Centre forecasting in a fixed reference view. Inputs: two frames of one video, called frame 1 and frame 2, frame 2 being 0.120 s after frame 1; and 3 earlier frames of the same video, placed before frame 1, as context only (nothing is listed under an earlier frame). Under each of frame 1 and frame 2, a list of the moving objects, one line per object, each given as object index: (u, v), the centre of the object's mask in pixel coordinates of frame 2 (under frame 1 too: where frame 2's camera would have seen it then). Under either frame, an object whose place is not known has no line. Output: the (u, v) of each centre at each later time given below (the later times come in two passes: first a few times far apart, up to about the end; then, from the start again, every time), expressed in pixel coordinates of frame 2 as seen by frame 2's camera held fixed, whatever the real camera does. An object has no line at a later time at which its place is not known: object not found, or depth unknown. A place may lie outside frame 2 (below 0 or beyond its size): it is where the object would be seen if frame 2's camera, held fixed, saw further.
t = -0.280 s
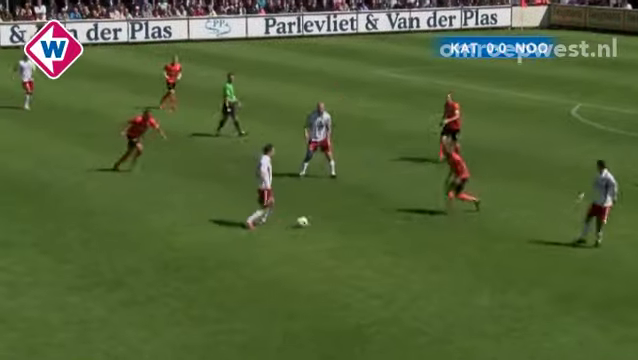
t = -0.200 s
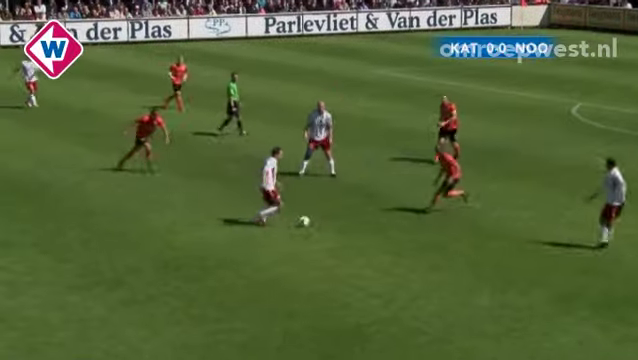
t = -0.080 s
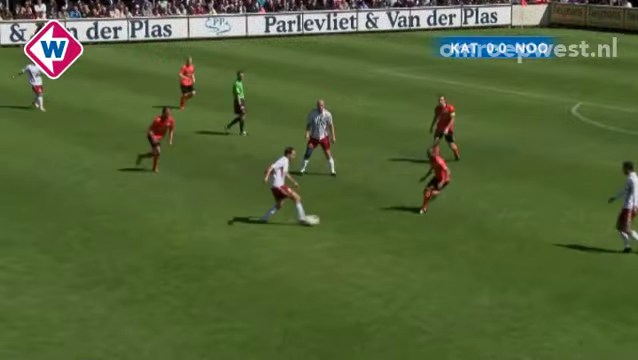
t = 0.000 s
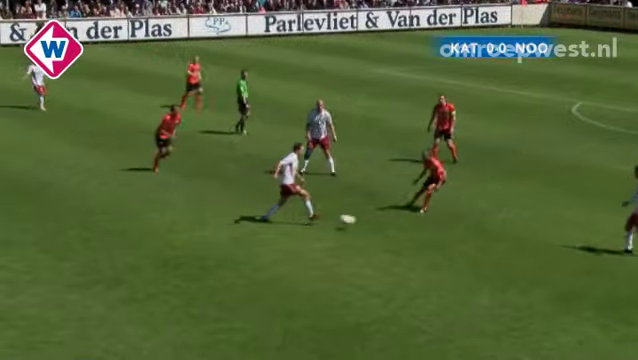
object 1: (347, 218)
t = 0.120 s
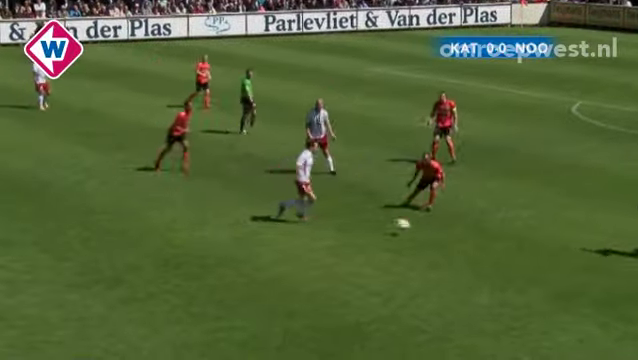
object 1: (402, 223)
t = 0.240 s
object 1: (458, 236)
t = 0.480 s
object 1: (549, 249)
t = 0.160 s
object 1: (420, 227)
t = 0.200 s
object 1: (440, 231)
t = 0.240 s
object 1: (458, 236)
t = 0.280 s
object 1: (474, 237)
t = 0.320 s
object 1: (489, 239)
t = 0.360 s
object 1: (504, 240)
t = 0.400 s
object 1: (519, 242)
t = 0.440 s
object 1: (535, 246)
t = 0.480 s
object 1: (549, 249)
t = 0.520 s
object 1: (563, 249)
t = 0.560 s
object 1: (575, 249)
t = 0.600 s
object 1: (588, 250)
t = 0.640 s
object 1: (600, 251)
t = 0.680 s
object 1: (612, 253)
